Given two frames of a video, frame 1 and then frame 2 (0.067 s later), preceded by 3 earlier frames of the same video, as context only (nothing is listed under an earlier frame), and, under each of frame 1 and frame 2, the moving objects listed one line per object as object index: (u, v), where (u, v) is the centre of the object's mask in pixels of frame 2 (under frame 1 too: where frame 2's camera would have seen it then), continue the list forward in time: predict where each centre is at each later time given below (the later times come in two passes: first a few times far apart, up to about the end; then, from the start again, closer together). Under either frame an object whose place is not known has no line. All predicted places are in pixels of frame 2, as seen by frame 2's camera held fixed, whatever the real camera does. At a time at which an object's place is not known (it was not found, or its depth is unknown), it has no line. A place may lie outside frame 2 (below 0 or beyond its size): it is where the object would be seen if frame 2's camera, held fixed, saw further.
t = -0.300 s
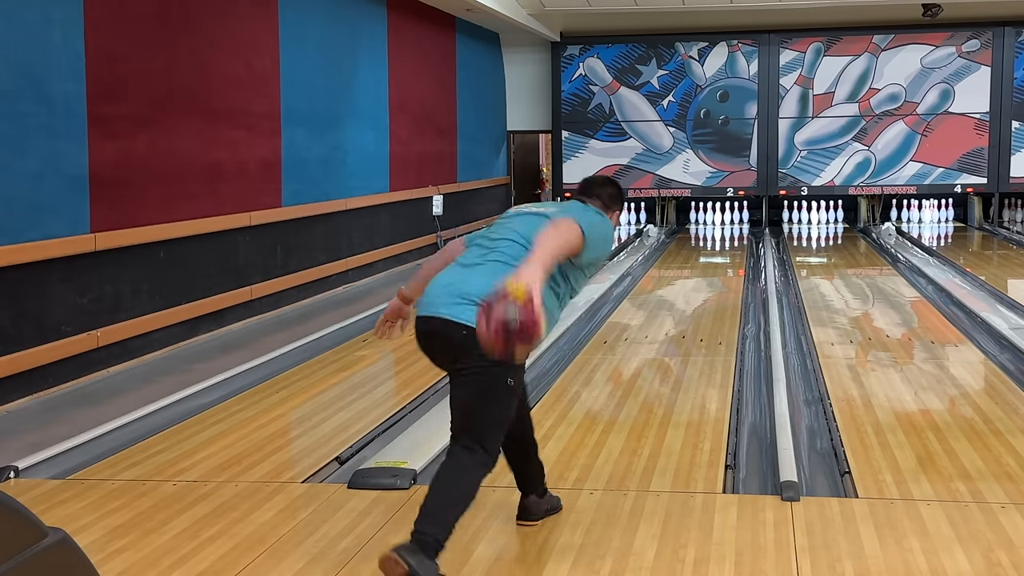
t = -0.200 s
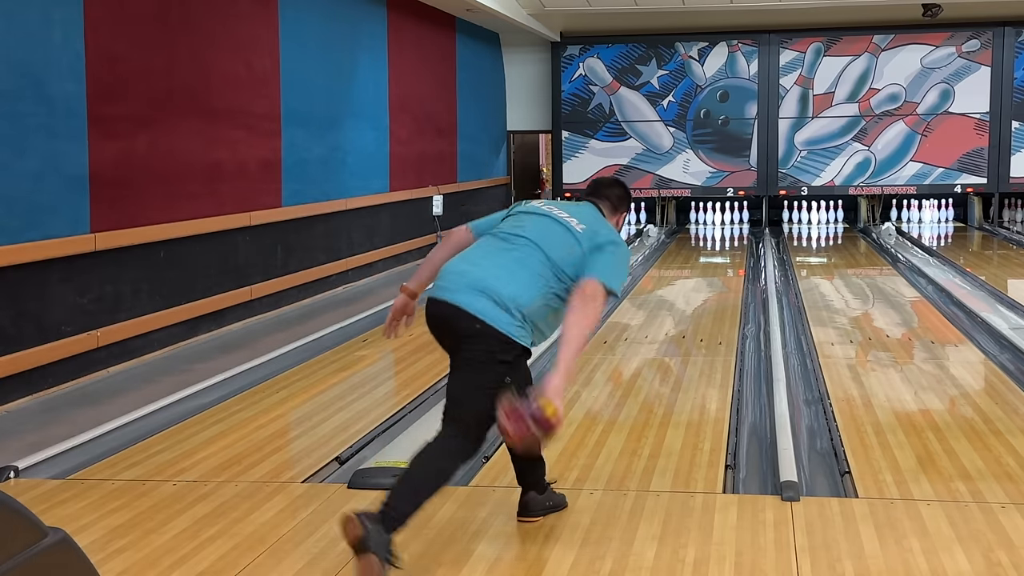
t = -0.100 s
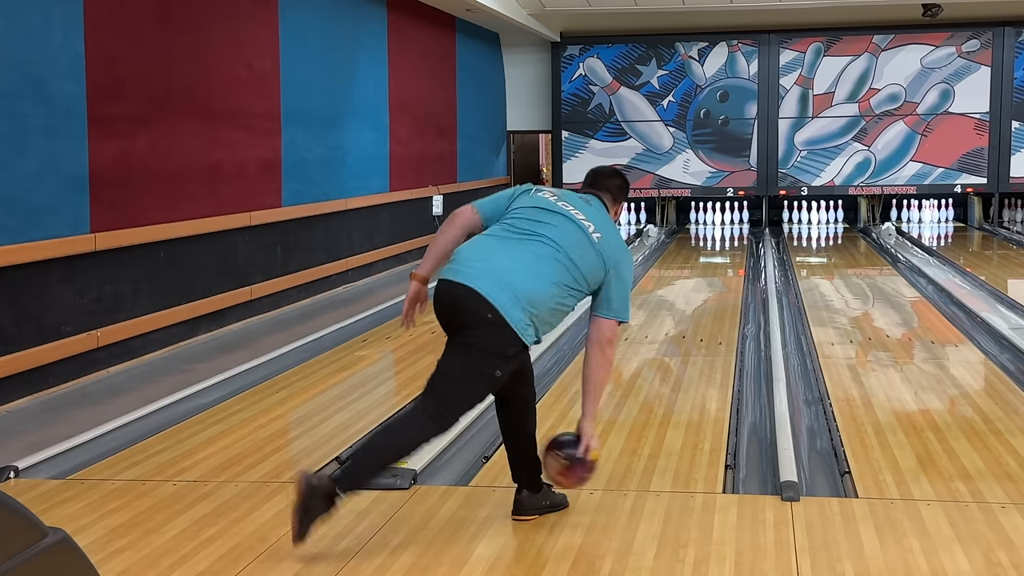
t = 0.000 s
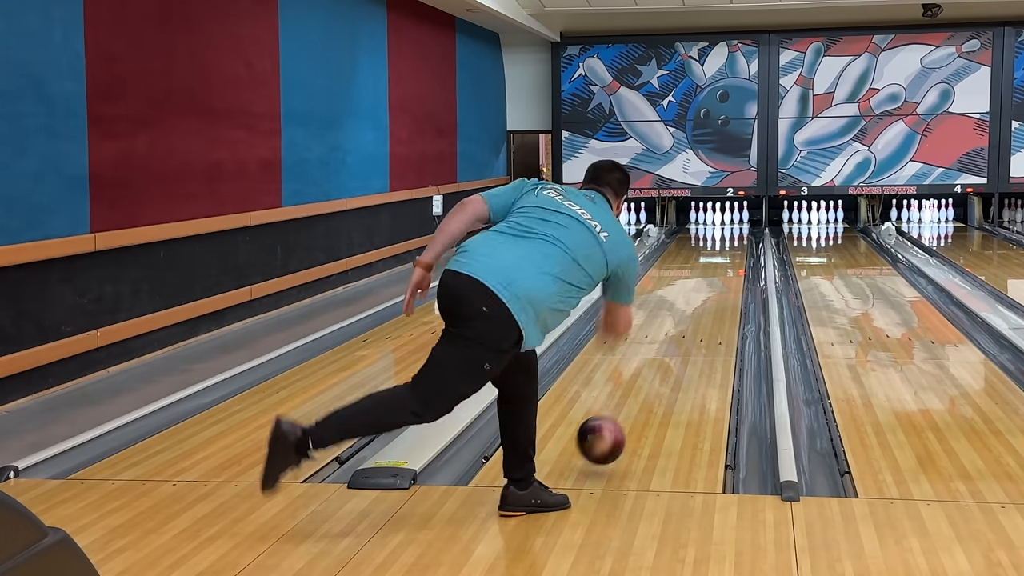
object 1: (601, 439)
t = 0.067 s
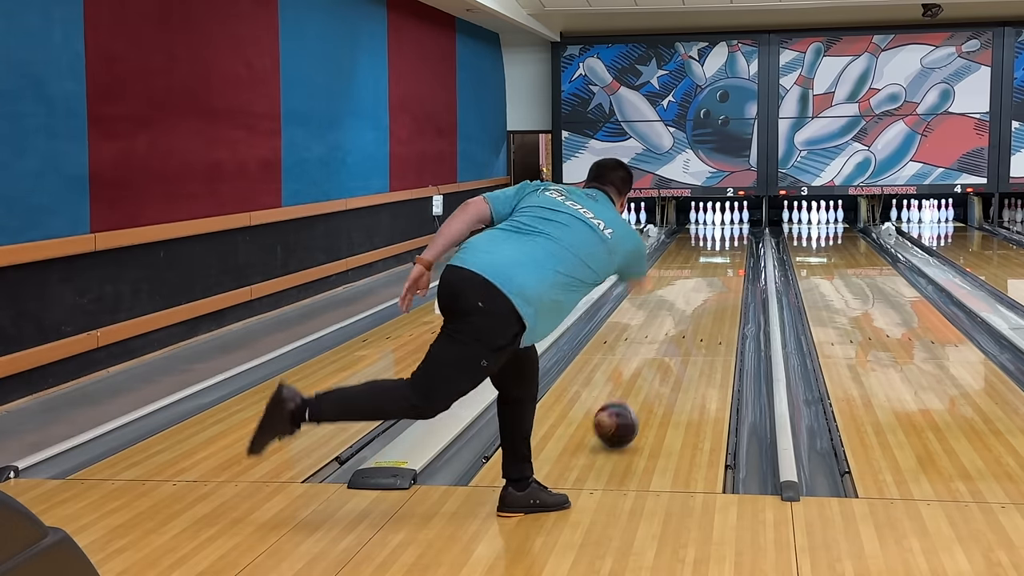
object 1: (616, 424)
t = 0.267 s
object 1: (649, 375)
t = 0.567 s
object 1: (681, 326)
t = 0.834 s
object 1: (700, 296)
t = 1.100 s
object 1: (712, 275)
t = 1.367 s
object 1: (721, 259)
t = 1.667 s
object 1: (728, 245)
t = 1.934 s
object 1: (738, 237)
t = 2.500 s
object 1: (727, 221)
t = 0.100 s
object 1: (622, 414)
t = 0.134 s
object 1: (629, 407)
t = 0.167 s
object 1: (634, 399)
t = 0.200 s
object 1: (640, 390)
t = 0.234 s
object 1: (645, 382)
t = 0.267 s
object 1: (649, 375)
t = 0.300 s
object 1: (653, 369)
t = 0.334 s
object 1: (658, 362)
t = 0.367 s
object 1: (662, 356)
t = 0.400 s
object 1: (666, 350)
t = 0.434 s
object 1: (669, 344)
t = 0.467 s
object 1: (672, 339)
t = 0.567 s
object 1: (681, 326)
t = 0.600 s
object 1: (684, 321)
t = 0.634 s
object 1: (687, 317)
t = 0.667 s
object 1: (689, 313)
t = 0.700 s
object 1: (691, 309)
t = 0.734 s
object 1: (693, 306)
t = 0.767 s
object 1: (696, 303)
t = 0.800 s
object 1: (698, 299)
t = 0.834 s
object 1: (700, 296)
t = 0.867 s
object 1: (702, 293)
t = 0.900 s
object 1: (703, 290)
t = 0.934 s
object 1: (705, 287)
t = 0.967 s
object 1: (706, 284)
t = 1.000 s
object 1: (708, 282)
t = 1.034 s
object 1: (709, 280)
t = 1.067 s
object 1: (710, 277)
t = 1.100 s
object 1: (712, 275)
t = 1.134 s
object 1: (713, 272)
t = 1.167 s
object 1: (714, 271)
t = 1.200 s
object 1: (716, 268)
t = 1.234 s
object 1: (717, 266)
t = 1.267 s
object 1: (718, 264)
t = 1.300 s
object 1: (719, 263)
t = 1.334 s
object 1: (720, 261)
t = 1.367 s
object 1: (721, 259)
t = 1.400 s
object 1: (722, 257)
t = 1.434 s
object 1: (723, 256)
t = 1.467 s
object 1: (724, 254)
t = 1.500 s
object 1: (725, 253)
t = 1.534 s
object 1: (726, 251)
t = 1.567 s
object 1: (726, 249)
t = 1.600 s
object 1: (726, 248)
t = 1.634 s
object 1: (727, 247)
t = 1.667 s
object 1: (728, 245)
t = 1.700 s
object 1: (729, 244)
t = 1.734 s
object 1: (729, 243)
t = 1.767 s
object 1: (730, 241)
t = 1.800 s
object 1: (730, 240)
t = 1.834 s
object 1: (730, 239)
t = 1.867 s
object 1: (732, 237)
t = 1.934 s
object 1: (738, 237)
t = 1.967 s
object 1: (737, 236)
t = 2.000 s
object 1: (735, 235)
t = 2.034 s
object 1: (732, 231)
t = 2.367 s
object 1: (730, 224)
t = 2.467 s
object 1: (728, 222)
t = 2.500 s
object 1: (727, 221)
